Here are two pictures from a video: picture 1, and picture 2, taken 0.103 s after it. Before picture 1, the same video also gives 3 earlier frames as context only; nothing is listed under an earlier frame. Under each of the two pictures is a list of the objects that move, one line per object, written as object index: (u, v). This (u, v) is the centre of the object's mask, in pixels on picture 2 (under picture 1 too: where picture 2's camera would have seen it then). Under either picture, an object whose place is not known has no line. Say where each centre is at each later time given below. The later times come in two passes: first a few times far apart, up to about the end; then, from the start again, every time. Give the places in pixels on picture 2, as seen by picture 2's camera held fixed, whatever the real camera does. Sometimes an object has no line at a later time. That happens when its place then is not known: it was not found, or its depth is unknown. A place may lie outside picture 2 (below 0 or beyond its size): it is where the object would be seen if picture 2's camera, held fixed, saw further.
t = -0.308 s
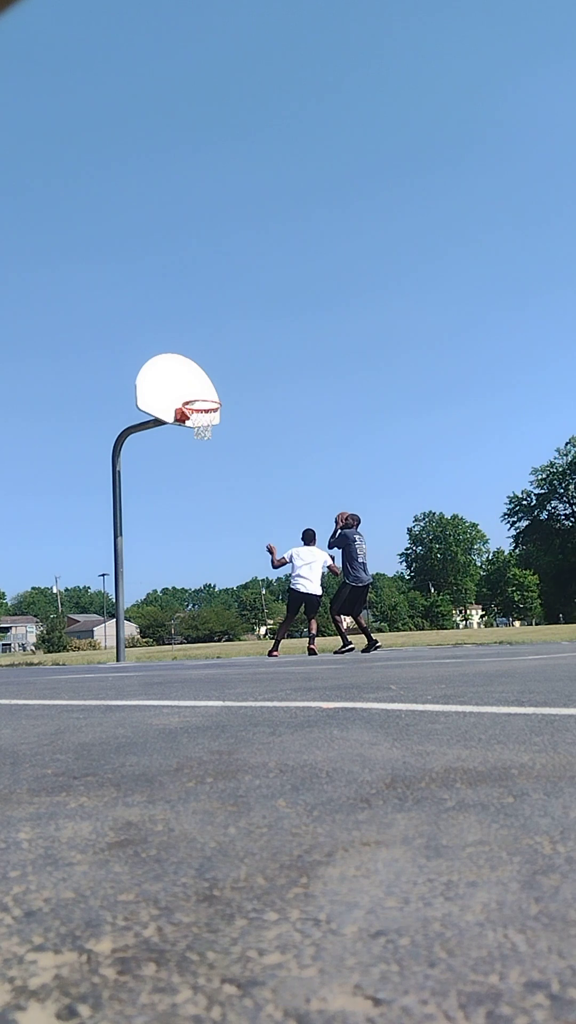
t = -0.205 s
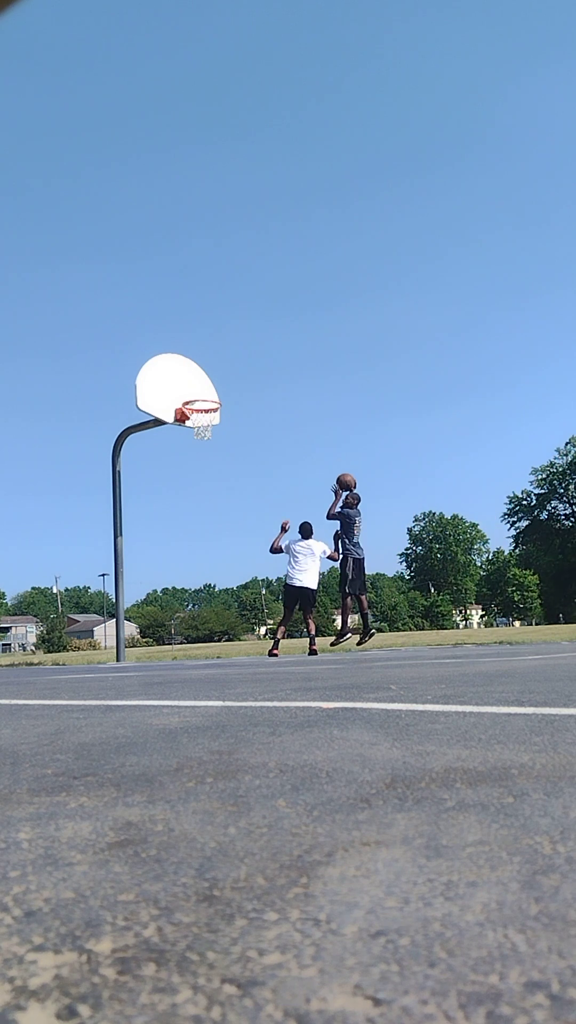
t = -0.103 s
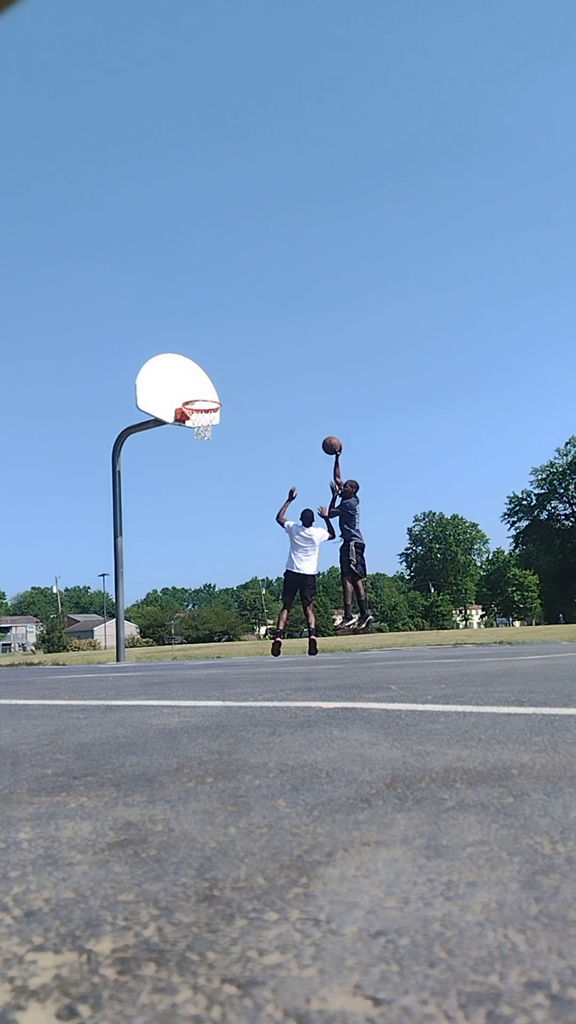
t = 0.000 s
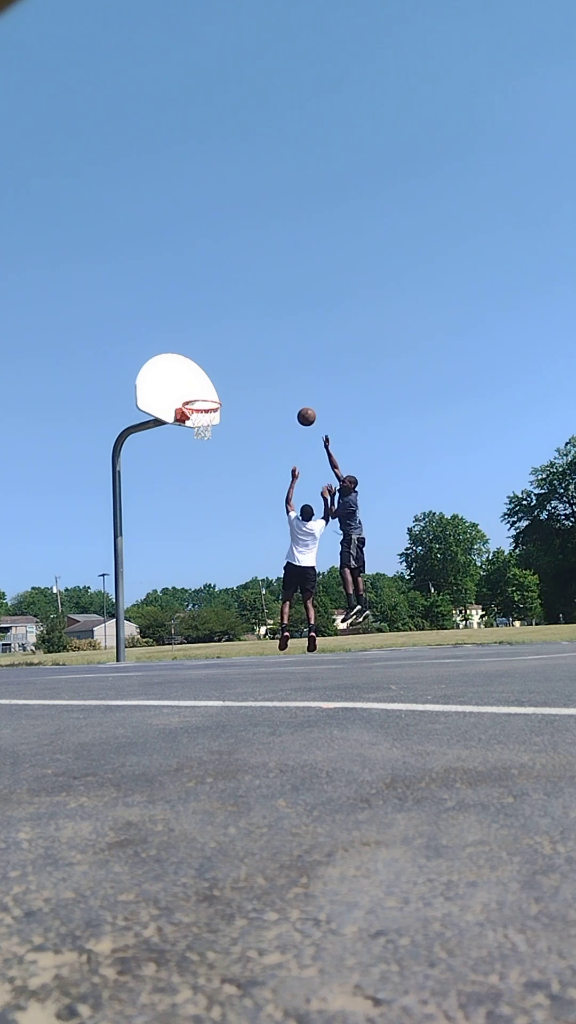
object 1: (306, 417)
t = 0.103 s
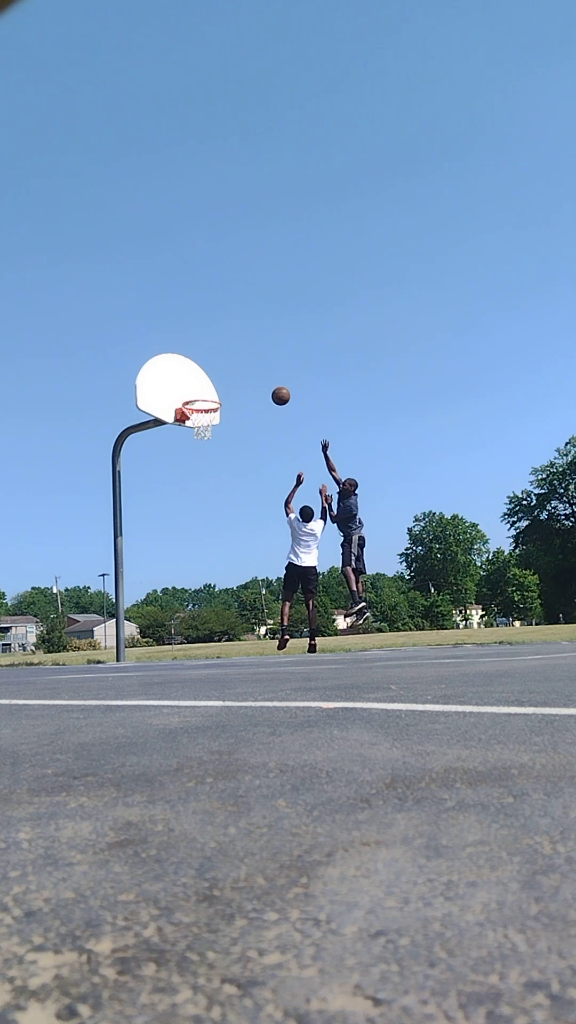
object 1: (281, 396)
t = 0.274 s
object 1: (239, 378)
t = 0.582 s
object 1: (195, 391)
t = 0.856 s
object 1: (216, 428)
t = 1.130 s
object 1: (212, 463)
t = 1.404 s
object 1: (210, 551)
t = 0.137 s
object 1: (272, 391)
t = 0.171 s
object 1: (264, 386)
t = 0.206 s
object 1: (255, 383)
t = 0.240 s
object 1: (247, 380)
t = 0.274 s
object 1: (239, 378)
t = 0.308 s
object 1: (231, 377)
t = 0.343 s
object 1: (223, 377)
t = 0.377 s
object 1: (214, 377)
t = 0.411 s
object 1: (206, 379)
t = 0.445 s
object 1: (198, 382)
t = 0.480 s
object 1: (196, 383)
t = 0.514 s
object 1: (196, 385)
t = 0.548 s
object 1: (195, 387)
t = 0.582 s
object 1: (195, 391)
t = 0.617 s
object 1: (195, 395)
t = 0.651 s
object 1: (194, 401)
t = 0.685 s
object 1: (198, 406)
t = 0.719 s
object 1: (204, 412)
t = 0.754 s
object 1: (209, 418)
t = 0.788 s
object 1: (217, 423)
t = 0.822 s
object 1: (217, 425)
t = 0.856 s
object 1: (216, 428)
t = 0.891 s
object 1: (216, 429)
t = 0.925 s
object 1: (215, 431)
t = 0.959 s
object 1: (215, 434)
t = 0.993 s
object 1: (214, 438)
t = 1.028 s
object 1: (213, 443)
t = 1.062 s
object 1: (213, 449)
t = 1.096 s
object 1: (213, 455)
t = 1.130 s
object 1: (212, 463)
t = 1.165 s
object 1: (212, 471)
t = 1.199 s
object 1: (212, 480)
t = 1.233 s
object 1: (211, 490)
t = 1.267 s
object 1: (211, 500)
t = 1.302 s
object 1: (211, 512)
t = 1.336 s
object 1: (210, 524)
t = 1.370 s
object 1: (210, 537)
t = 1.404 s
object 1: (210, 551)
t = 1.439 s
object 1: (210, 566)
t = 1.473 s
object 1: (210, 582)
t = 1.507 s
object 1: (209, 598)
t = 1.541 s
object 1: (210, 615)
